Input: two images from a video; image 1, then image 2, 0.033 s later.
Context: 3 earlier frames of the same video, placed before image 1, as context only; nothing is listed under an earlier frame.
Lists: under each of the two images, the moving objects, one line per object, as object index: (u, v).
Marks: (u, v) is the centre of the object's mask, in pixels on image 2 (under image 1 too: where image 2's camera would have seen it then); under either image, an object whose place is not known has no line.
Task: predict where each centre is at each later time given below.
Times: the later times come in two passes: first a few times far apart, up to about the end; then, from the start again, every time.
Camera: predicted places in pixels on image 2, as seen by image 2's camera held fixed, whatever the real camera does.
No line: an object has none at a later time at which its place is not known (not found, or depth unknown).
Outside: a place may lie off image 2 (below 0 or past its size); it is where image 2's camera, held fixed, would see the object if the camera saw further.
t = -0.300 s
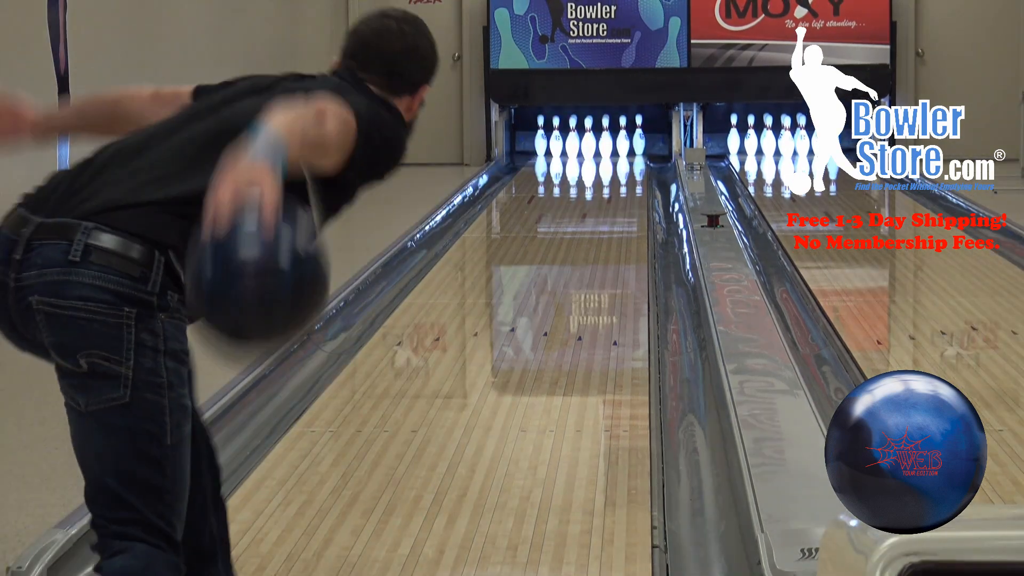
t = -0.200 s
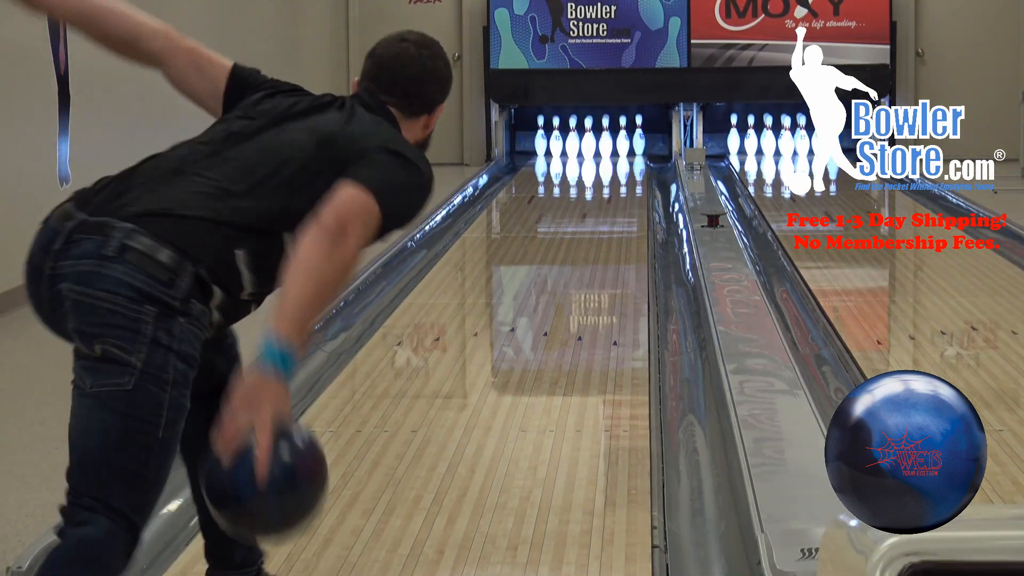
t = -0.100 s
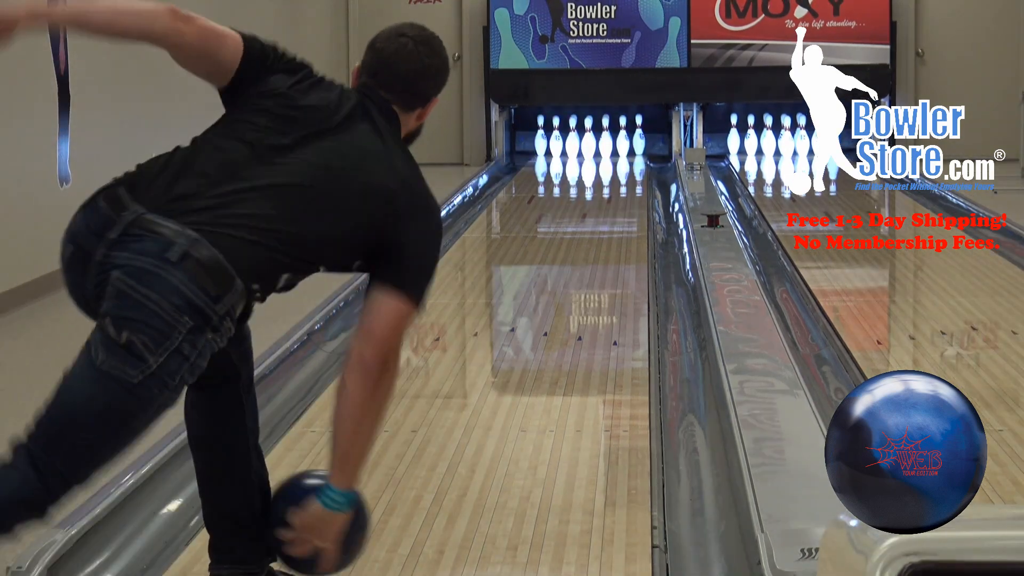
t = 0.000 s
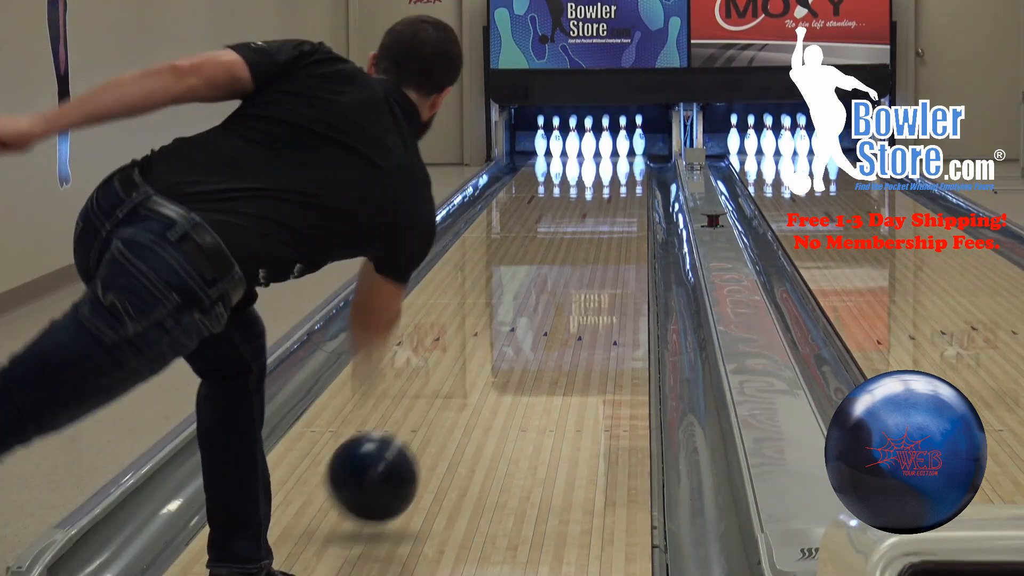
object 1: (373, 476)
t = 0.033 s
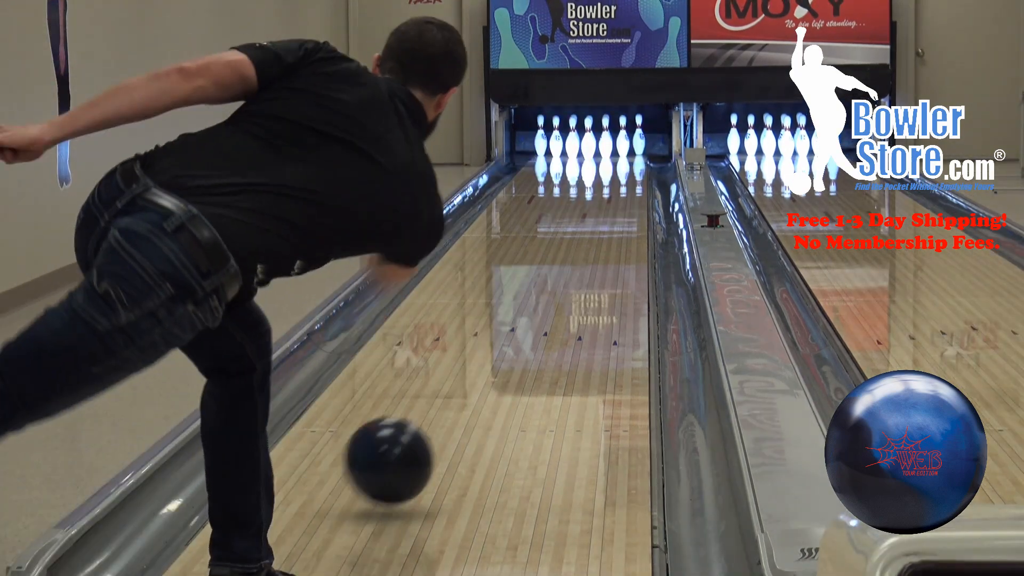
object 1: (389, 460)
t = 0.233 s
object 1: (464, 382)
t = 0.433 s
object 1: (512, 323)
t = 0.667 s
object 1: (550, 275)
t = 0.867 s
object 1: (573, 245)
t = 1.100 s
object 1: (592, 218)
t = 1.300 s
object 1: (604, 200)
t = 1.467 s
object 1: (611, 188)
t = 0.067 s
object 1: (405, 449)
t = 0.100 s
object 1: (418, 436)
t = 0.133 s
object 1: (431, 421)
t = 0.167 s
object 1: (443, 407)
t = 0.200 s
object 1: (454, 394)
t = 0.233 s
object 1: (464, 382)
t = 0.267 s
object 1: (473, 370)
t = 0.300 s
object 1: (482, 360)
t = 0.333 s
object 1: (491, 350)
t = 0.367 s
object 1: (498, 341)
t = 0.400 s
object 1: (505, 332)
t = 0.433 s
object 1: (512, 323)
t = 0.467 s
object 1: (519, 315)
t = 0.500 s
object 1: (525, 307)
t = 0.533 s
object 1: (531, 300)
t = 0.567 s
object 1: (536, 294)
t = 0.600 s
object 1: (541, 287)
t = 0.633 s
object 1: (546, 281)
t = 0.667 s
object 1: (550, 275)
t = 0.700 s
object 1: (555, 270)
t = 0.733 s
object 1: (559, 264)
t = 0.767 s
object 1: (563, 259)
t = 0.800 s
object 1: (567, 254)
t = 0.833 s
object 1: (570, 249)
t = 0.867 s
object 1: (573, 245)
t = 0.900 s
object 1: (576, 241)
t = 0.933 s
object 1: (579, 237)
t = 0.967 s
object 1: (582, 232)
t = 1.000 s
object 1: (585, 229)
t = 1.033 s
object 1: (588, 225)
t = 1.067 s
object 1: (590, 221)
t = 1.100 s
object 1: (592, 218)
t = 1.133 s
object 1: (594, 215)
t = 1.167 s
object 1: (596, 212)
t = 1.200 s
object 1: (599, 208)
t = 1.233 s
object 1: (600, 206)
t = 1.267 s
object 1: (602, 203)
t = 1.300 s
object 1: (604, 200)
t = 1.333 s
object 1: (605, 197)
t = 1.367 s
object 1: (607, 195)
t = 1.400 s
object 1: (608, 192)
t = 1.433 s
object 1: (610, 190)
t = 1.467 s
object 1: (611, 188)
